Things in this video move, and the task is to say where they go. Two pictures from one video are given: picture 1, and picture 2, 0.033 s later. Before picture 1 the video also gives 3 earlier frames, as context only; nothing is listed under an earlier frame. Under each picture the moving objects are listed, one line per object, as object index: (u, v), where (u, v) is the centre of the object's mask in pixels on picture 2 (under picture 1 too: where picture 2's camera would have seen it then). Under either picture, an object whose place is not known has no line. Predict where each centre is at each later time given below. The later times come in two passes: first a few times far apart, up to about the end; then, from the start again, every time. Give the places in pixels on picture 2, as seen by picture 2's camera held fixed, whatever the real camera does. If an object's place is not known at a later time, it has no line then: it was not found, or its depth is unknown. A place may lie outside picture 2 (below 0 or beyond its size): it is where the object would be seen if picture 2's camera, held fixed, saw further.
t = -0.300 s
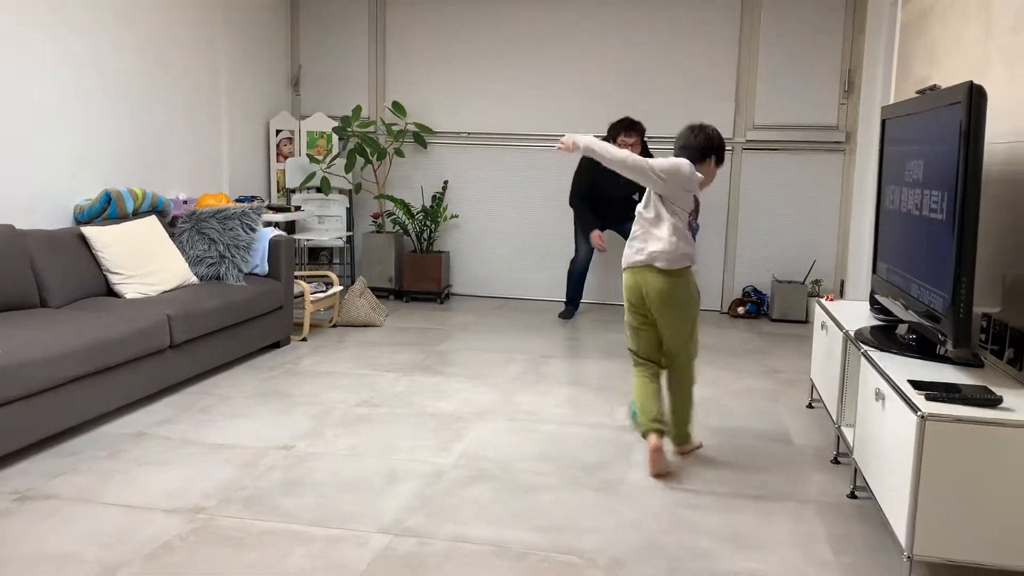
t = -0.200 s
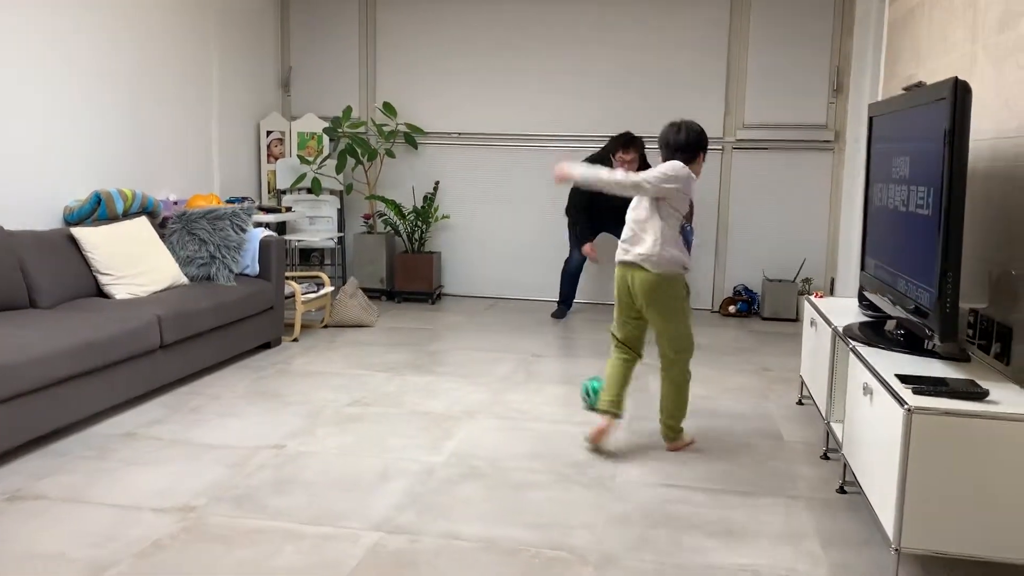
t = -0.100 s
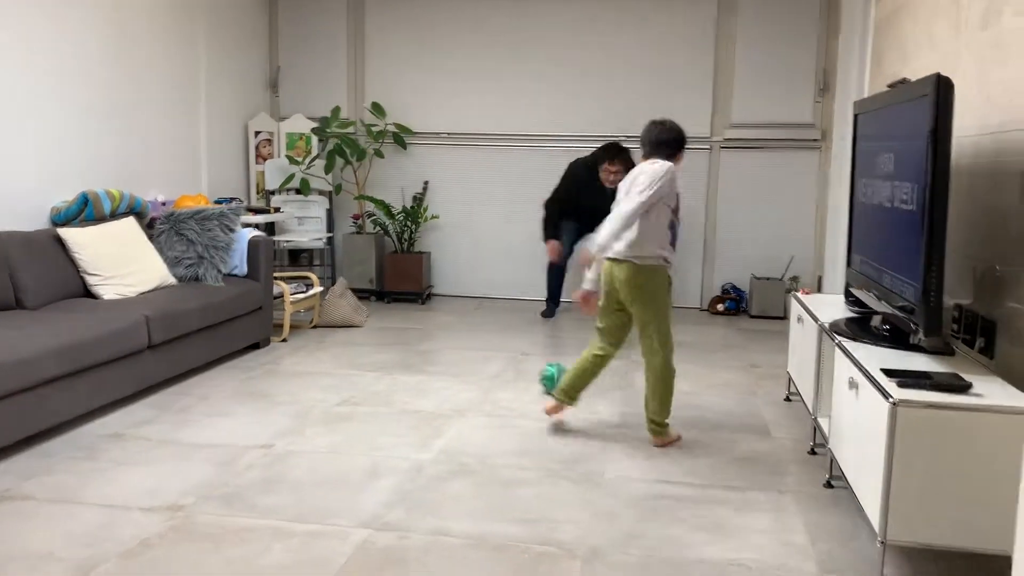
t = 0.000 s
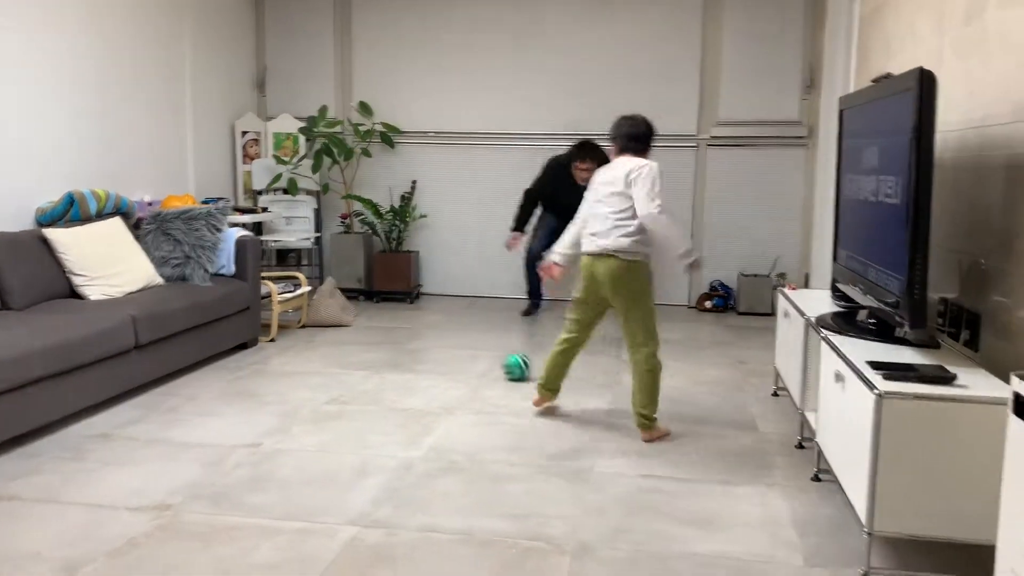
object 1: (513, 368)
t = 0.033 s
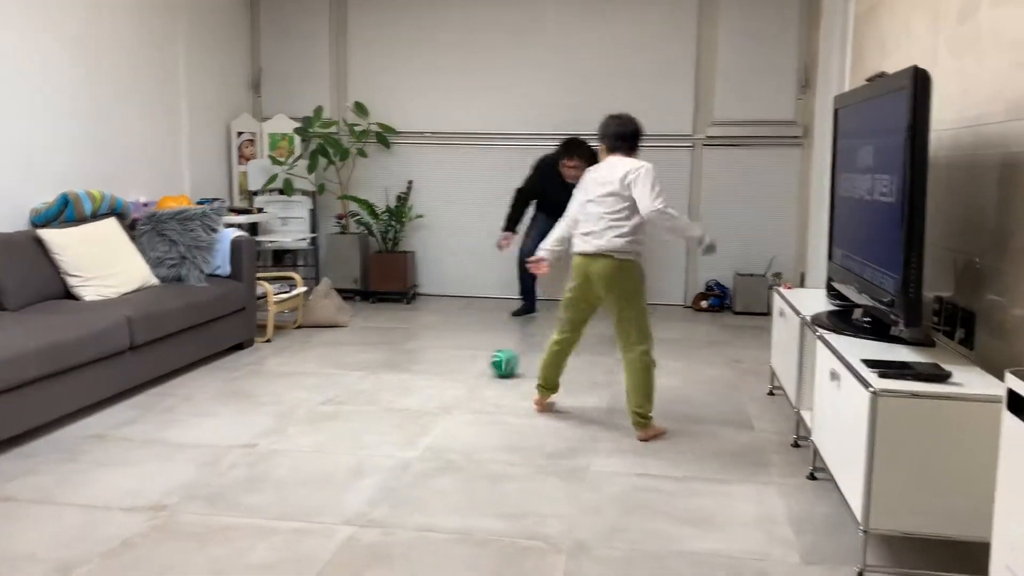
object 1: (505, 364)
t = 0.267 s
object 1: (452, 346)
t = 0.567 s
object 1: (397, 330)
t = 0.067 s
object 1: (497, 362)
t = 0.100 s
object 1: (488, 358)
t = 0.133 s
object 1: (481, 356)
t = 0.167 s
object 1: (474, 353)
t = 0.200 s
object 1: (467, 352)
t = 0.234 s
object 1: (459, 349)
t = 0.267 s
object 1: (452, 346)
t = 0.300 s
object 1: (445, 345)
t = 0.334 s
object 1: (438, 342)
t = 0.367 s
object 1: (432, 341)
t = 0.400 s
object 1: (426, 339)
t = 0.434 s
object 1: (420, 336)
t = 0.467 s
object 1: (414, 335)
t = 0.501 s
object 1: (408, 334)
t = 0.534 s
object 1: (403, 331)
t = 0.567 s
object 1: (397, 330)
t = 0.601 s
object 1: (392, 327)
